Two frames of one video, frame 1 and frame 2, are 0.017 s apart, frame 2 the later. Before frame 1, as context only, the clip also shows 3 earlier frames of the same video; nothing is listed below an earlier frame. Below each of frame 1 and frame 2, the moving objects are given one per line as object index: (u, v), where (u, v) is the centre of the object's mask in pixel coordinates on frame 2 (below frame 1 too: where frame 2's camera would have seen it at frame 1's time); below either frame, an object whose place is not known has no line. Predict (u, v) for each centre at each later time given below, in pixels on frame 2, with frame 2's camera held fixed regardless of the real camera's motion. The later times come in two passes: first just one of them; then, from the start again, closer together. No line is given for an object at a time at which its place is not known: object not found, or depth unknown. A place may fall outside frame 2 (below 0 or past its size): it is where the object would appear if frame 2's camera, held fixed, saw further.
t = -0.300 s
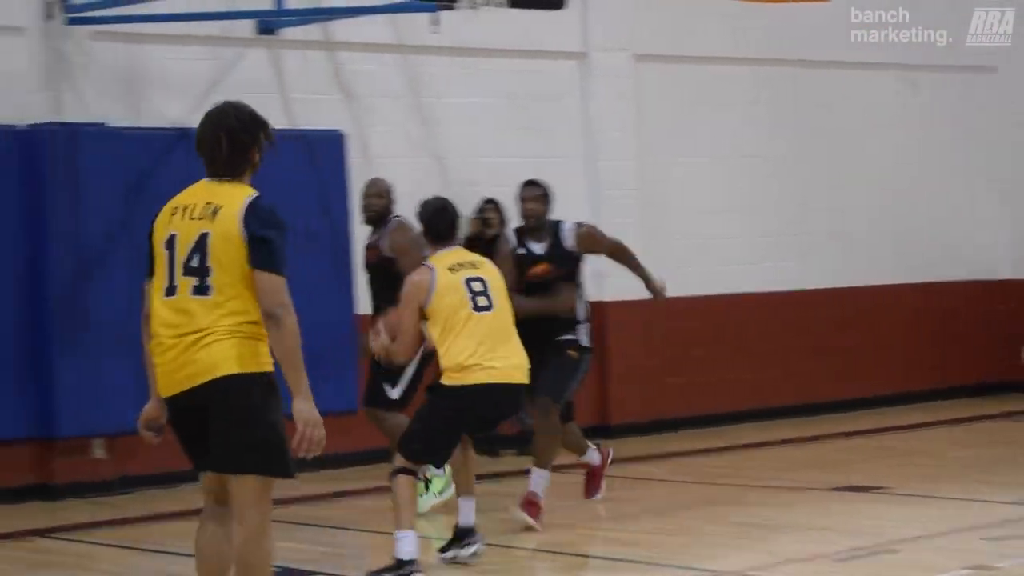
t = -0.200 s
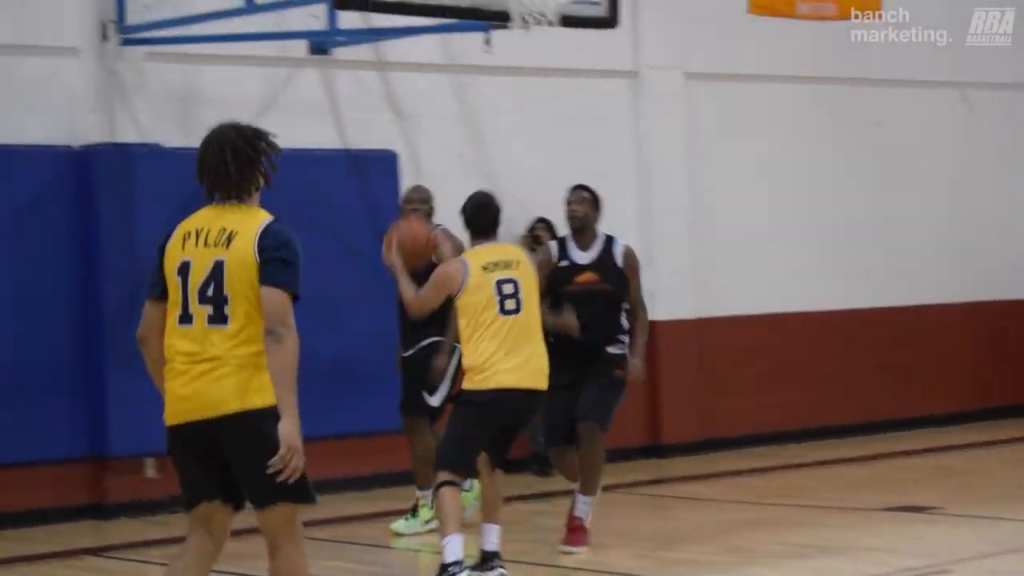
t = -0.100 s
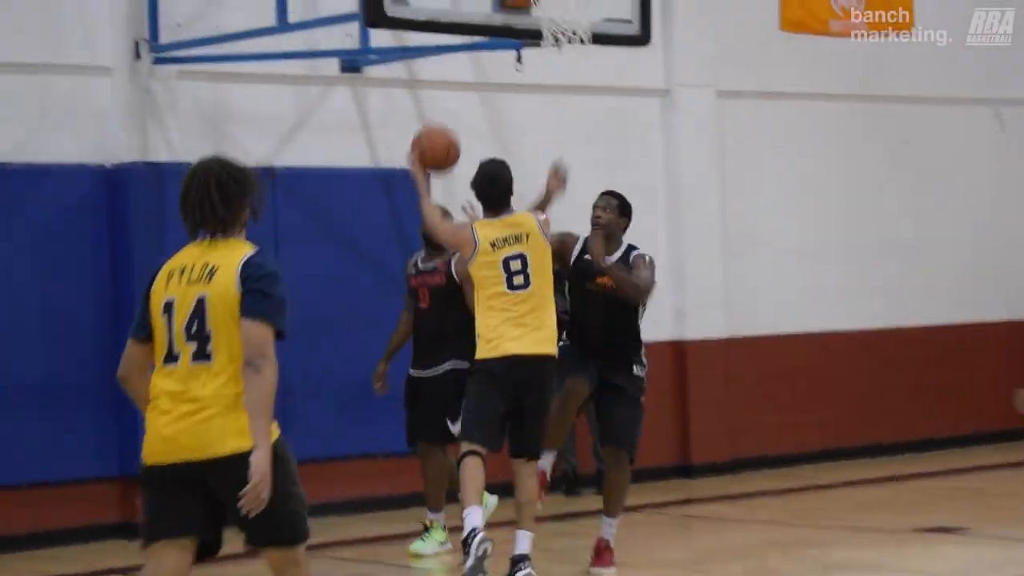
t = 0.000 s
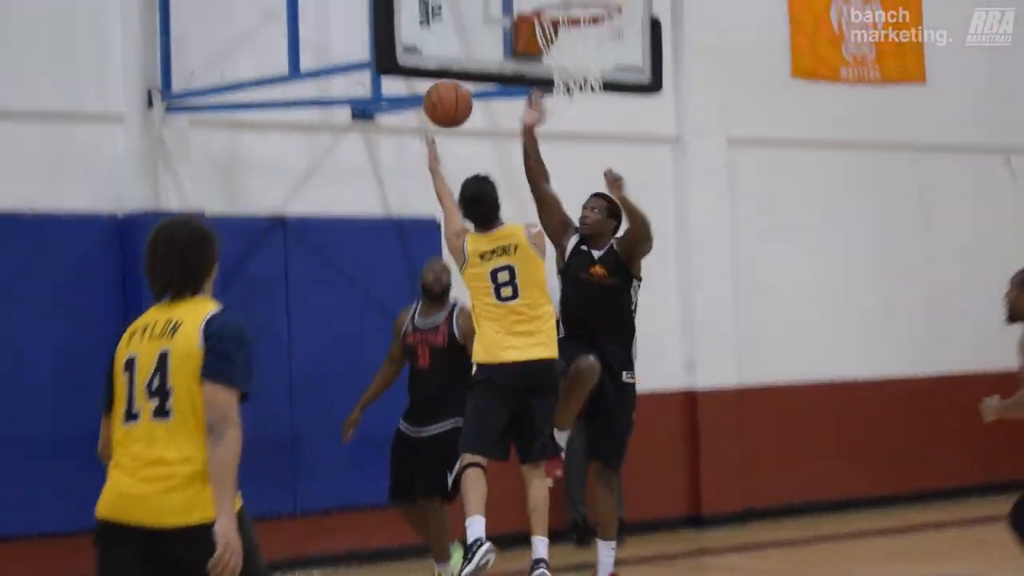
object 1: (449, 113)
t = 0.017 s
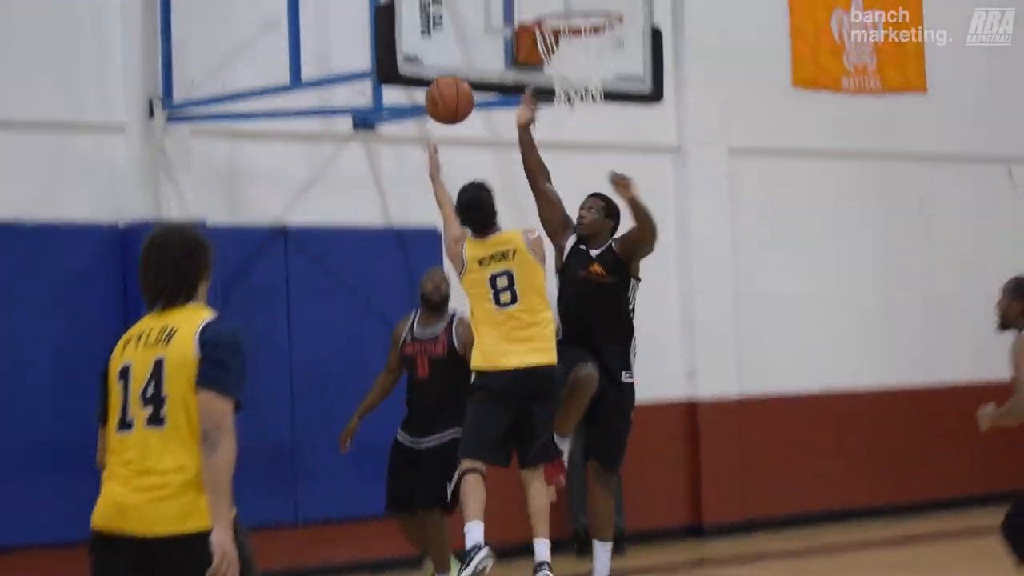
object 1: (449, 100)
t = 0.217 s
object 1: (450, -16)
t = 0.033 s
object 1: (449, 89)
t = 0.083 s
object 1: (451, 54)
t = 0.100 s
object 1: (451, 43)
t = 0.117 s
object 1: (451, 33)
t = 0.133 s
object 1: (451, 23)
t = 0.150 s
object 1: (451, 15)
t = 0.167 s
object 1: (451, 7)
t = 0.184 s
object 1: (450, -2)
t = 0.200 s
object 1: (450, -9)
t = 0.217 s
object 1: (450, -16)
